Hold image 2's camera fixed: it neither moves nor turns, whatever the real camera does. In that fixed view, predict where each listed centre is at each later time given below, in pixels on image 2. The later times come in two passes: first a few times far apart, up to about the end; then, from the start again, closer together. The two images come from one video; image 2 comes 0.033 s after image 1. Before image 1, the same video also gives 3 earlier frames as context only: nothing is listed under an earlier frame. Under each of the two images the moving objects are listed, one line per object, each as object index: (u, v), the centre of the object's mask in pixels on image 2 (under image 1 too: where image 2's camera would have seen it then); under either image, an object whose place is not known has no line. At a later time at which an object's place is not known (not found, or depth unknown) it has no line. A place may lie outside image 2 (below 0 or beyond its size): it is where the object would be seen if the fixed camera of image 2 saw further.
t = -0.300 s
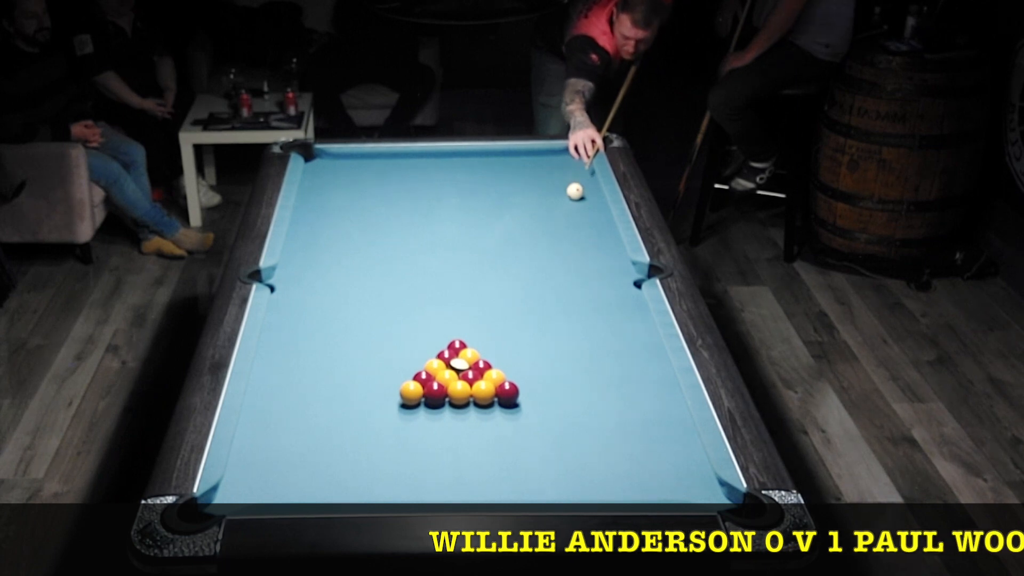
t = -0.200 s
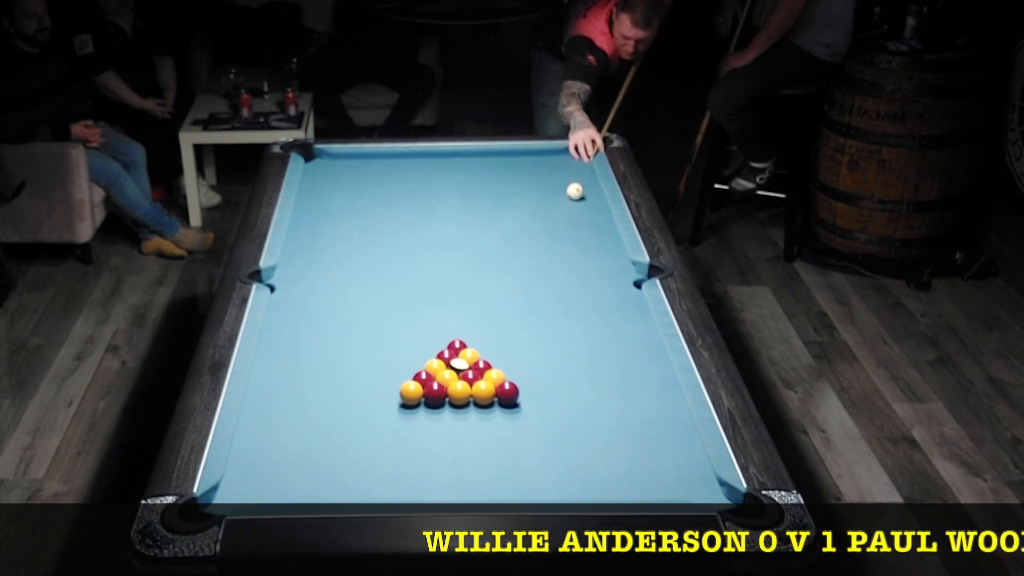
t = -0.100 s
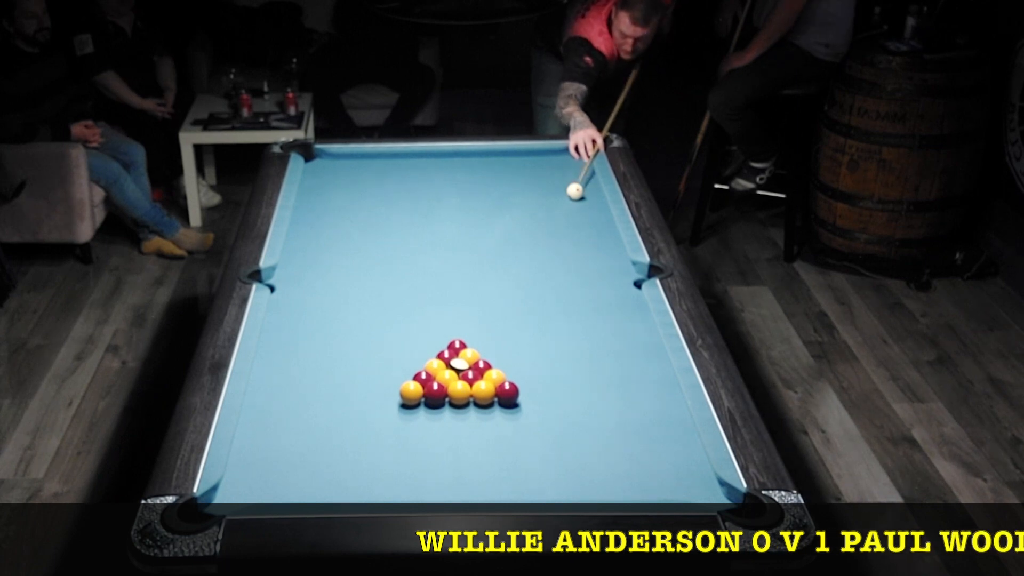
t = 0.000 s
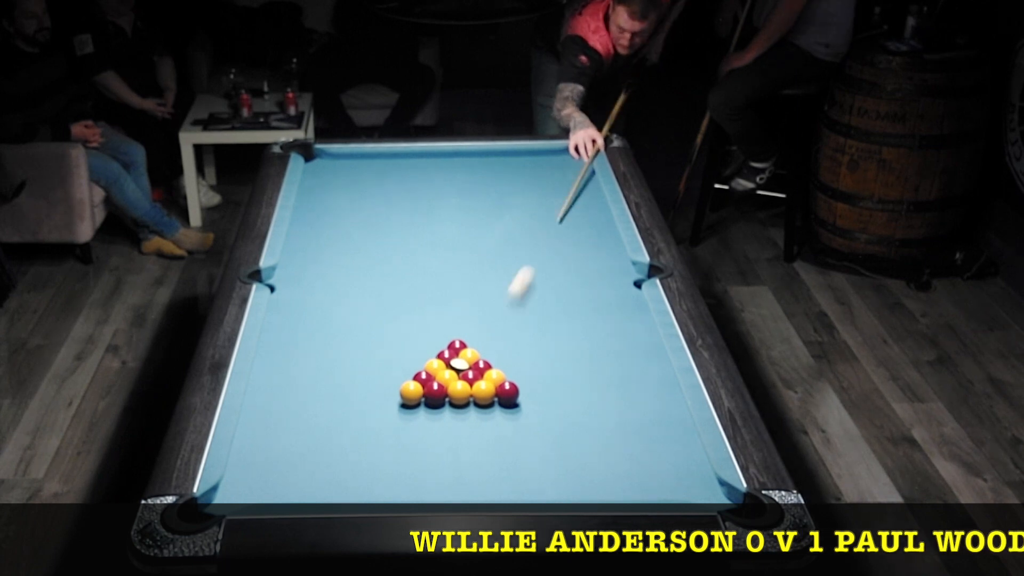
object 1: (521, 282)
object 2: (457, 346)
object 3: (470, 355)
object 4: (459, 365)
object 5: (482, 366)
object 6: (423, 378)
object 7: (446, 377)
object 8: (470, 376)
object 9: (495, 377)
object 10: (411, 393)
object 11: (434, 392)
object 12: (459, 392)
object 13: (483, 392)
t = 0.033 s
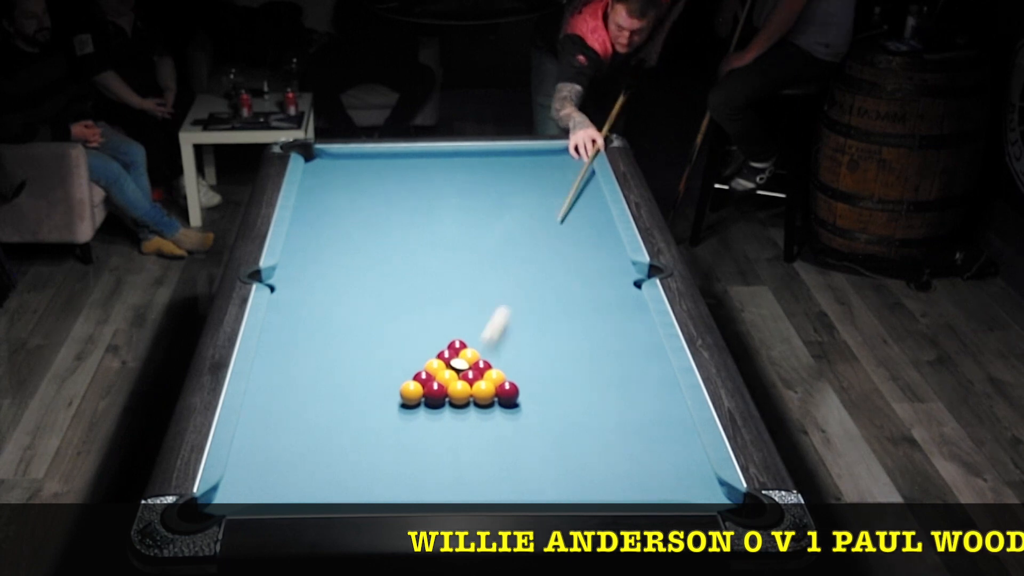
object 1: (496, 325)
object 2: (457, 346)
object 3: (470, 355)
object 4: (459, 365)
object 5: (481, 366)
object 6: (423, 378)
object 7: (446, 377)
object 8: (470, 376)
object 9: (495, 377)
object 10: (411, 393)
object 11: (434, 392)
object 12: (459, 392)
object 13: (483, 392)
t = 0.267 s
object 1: (672, 431)
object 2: (440, 336)
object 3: (507, 347)
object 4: (464, 355)
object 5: (487, 369)
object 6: (281, 391)
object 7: (441, 378)
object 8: (476, 387)
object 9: (512, 388)
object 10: (328, 455)
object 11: (398, 441)
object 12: (475, 461)
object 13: (551, 442)
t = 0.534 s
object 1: (488, 472)
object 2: (423, 319)
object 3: (547, 334)
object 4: (470, 338)
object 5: (490, 371)
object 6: (346, 400)
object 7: (436, 374)
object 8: (480, 394)
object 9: (531, 395)
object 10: (244, 474)
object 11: (353, 491)
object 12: (480, 454)
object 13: (645, 483)
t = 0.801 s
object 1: (313, 426)
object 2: (408, 305)
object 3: (583, 322)
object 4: (476, 323)
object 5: (490, 371)
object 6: (444, 408)
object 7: (433, 372)
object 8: (484, 392)
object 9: (547, 401)
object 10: (277, 431)
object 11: (321, 464)
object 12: (478, 410)
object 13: (637, 481)
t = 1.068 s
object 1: (327, 356)
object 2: (395, 293)
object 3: (616, 310)
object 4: (481, 312)
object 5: (491, 360)
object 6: (462, 413)
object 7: (431, 371)
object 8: (490, 380)
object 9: (564, 407)
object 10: (305, 406)
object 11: (276, 457)
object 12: (536, 405)
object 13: (637, 481)
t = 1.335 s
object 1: (328, 300)
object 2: (384, 281)
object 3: (627, 300)
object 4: (486, 300)
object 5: (493, 349)
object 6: (475, 416)
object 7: (431, 370)
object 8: (495, 375)
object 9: (607, 412)
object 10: (372, 382)
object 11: (248, 451)
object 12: (557, 398)
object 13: (637, 481)
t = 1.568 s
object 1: (329, 260)
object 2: (376, 272)
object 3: (609, 294)
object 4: (490, 291)
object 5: (494, 339)
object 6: (483, 417)
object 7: (443, 370)
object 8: (497, 373)
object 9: (643, 416)
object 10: (412, 363)
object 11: (272, 446)
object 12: (574, 393)
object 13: (637, 481)
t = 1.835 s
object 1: (329, 221)
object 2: (367, 263)
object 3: (590, 288)
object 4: (492, 283)
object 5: (496, 328)
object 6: (491, 419)
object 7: (475, 371)
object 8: (500, 370)
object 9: (679, 419)
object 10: (429, 343)
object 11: (296, 440)
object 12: (590, 388)
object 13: (637, 481)
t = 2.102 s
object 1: (329, 189)
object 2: (360, 256)
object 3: (574, 282)
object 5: (518, 317)
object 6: (495, 419)
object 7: (482, 372)
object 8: (520, 367)
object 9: (658, 422)
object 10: (445, 326)
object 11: (316, 436)
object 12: (603, 383)
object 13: (637, 481)
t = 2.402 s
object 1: (330, 157)
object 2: (353, 249)
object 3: (560, 277)
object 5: (538, 306)
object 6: (496, 419)
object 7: (487, 372)
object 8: (538, 365)
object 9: (638, 424)
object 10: (459, 309)
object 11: (336, 431)
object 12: (615, 380)
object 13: (637, 481)
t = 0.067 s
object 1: (501, 355)
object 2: (455, 347)
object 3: (473, 354)
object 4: (459, 364)
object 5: (482, 367)
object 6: (410, 378)
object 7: (446, 379)
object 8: (471, 379)
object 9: (497, 379)
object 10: (404, 397)
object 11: (431, 395)
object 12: (461, 398)
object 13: (489, 396)
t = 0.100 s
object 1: (534, 366)
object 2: (452, 346)
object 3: (479, 353)
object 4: (460, 364)
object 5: (483, 369)
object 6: (384, 384)
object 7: (446, 380)
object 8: (472, 383)
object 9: (499, 382)
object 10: (390, 408)
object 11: (425, 406)
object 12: (464, 410)
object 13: (501, 405)
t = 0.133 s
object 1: (568, 377)
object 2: (450, 344)
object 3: (485, 352)
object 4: (461, 363)
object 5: (485, 369)
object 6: (361, 386)
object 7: (445, 380)
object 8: (473, 384)
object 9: (502, 384)
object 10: (376, 419)
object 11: (419, 413)
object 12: (466, 421)
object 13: (512, 412)
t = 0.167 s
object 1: (602, 389)
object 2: (447, 342)
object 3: (491, 351)
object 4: (462, 362)
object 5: (486, 370)
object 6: (339, 386)
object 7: (444, 379)
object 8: (474, 384)
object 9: (504, 385)
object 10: (364, 428)
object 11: (414, 420)
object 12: (468, 431)
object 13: (522, 420)
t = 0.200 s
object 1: (636, 403)
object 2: (445, 340)
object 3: (496, 350)
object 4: (462, 361)
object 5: (486, 370)
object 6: (319, 388)
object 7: (443, 378)
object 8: (474, 385)
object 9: (507, 386)
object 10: (352, 437)
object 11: (409, 427)
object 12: (471, 441)
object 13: (532, 428)
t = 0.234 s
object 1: (670, 416)
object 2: (443, 338)
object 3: (501, 349)
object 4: (463, 358)
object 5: (487, 369)
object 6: (299, 390)
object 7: (442, 378)
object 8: (475, 386)
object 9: (510, 387)
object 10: (340, 446)
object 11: (403, 434)
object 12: (473, 451)
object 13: (541, 434)
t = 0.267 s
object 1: (672, 431)
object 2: (440, 336)
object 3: (507, 347)
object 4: (464, 355)
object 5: (487, 369)
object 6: (281, 391)
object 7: (441, 378)
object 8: (476, 387)
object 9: (512, 388)
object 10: (328, 455)
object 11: (398, 441)
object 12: (475, 461)
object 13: (551, 442)
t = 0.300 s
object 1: (654, 445)
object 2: (438, 334)
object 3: (512, 346)
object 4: (465, 353)
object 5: (487, 369)
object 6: (262, 393)
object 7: (441, 377)
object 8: (476, 388)
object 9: (515, 389)
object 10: (316, 464)
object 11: (392, 448)
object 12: (478, 473)
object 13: (561, 449)
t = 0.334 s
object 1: (636, 461)
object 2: (436, 332)
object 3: (517, 344)
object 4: (466, 350)
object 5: (488, 370)
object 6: (266, 394)
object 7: (440, 377)
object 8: (477, 388)
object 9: (517, 390)
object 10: (303, 474)
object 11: (387, 456)
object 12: (480, 483)
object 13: (571, 457)
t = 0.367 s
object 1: (619, 477)
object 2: (434, 329)
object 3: (522, 342)
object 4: (466, 349)
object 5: (488, 370)
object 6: (282, 396)
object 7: (439, 376)
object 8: (477, 389)
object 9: (520, 390)
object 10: (290, 484)
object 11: (381, 463)
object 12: (482, 490)
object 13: (582, 464)
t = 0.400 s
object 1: (602, 490)
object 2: (431, 327)
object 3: (527, 340)
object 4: (467, 347)
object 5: (489, 370)
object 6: (296, 397)
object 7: (439, 376)
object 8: (478, 390)
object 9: (522, 391)
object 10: (277, 491)
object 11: (375, 470)
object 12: (482, 487)
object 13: (592, 471)
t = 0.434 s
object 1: (573, 486)
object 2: (429, 325)
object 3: (532, 339)
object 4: (468, 345)
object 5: (489, 370)
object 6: (309, 398)
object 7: (438, 375)
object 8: (478, 391)
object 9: (524, 393)
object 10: (266, 491)
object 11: (369, 479)
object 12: (482, 480)
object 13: (605, 477)
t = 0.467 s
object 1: (544, 481)
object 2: (427, 323)
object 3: (537, 338)
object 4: (468, 343)
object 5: (490, 371)
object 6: (321, 399)
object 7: (437, 375)
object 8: (479, 393)
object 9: (527, 393)
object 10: (259, 486)
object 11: (363, 485)
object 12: (481, 472)
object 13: (620, 479)
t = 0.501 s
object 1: (516, 477)
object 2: (425, 321)
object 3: (542, 336)
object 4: (469, 341)
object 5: (490, 371)
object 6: (333, 400)
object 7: (437, 375)
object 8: (479, 393)
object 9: (529, 394)
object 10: (252, 479)
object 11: (357, 491)
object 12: (481, 465)
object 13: (634, 481)
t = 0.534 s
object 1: (488, 472)
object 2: (423, 319)
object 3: (547, 334)
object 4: (470, 338)
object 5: (490, 371)
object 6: (346, 400)
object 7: (436, 374)
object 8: (480, 394)
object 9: (531, 395)
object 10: (244, 474)
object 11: (353, 491)
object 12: (480, 454)
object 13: (645, 483)
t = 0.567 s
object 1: (463, 467)
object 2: (421, 317)
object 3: (552, 332)
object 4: (471, 336)
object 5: (490, 371)
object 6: (358, 401)
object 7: (436, 374)
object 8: (480, 394)
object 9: (533, 396)
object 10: (240, 468)
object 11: (350, 487)
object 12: (481, 451)
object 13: (641, 483)
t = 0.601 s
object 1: (436, 463)
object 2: (419, 315)
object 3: (557, 331)
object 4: (472, 334)
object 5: (490, 371)
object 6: (371, 402)
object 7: (435, 374)
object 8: (481, 394)
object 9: (536, 397)
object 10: (248, 462)
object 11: (347, 482)
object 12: (480, 445)
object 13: (639, 482)
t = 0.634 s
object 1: (411, 459)
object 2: (417, 314)
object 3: (561, 329)
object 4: (473, 333)
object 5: (490, 371)
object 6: (383, 403)
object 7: (435, 373)
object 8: (481, 395)
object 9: (538, 398)
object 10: (255, 457)
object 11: (344, 477)
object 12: (480, 439)
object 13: (638, 482)
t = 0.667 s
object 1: (385, 455)
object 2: (415, 312)
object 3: (566, 328)
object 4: (473, 331)
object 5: (490, 371)
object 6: (395, 404)
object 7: (434, 373)
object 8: (481, 395)
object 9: (540, 398)
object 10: (262, 451)
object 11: (341, 471)
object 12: (479, 433)
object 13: (638, 482)
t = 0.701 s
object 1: (361, 451)
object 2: (413, 311)
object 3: (570, 326)
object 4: (474, 330)
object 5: (490, 371)
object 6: (407, 405)
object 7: (434, 373)
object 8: (481, 396)
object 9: (541, 399)
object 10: (268, 446)
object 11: (339, 467)
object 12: (479, 427)
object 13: (637, 482)
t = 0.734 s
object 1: (340, 442)
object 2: (411, 309)
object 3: (575, 325)
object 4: (475, 328)
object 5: (490, 371)
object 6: (419, 406)
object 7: (434, 372)
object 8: (482, 396)
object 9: (543, 400)
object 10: (275, 441)
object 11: (333, 465)
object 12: (479, 420)
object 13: (638, 482)
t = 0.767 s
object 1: (320, 434)
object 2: (410, 307)
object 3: (579, 323)
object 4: (475, 326)
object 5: (490, 371)
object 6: (432, 408)
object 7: (433, 372)
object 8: (483, 394)
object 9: (545, 401)
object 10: (282, 436)
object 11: (326, 464)
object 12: (479, 415)
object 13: (637, 481)
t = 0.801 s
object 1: (313, 426)
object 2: (408, 305)
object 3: (583, 322)
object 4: (476, 323)
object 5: (490, 371)
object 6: (444, 408)
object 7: (433, 372)
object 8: (484, 392)
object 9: (547, 401)
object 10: (277, 431)
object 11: (321, 464)
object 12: (478, 410)
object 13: (637, 481)
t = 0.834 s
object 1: (319, 416)
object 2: (406, 303)
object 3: (588, 320)
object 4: (477, 322)
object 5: (490, 370)
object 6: (452, 409)
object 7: (433, 372)
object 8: (484, 389)
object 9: (549, 402)
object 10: (263, 428)
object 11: (315, 463)
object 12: (481, 409)
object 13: (637, 481)
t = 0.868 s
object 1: (323, 407)
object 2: (404, 302)
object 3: (592, 319)
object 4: (477, 320)
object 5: (490, 368)
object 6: (451, 410)
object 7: (432, 371)
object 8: (485, 388)
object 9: (551, 403)
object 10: (250, 426)
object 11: (309, 462)
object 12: (491, 409)
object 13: (637, 481)
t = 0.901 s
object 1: (326, 397)
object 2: (403, 300)
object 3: (596, 317)
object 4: (478, 318)
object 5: (490, 368)
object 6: (453, 411)
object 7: (432, 371)
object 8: (487, 386)
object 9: (553, 404)
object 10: (259, 422)
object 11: (303, 461)
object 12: (501, 408)
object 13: (637, 481)
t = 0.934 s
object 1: (327, 388)
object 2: (401, 298)
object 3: (600, 316)
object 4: (479, 317)
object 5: (490, 366)
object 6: (455, 411)
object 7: (432, 371)
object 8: (488, 382)
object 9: (554, 404)
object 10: (268, 419)
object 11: (298, 461)
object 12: (509, 408)
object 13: (637, 481)
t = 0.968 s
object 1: (327, 380)
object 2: (400, 297)
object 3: (604, 314)
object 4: (479, 316)
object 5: (490, 364)
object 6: (457, 412)
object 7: (432, 371)
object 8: (489, 382)
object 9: (556, 405)
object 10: (278, 416)
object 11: (292, 460)
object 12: (517, 407)
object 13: (637, 481)
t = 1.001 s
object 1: (327, 372)
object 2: (398, 296)
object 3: (608, 313)
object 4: (479, 314)
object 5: (490, 363)
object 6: (459, 412)
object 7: (432, 371)
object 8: (489, 381)
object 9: (557, 405)
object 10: (287, 412)
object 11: (287, 459)
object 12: (524, 406)
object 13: (637, 481)
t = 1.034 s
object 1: (327, 364)
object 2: (397, 294)
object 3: (613, 311)
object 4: (480, 313)
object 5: (491, 361)
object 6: (460, 412)
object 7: (432, 371)
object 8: (490, 380)
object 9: (559, 406)
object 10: (296, 409)
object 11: (281, 458)
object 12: (532, 405)
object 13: (637, 481)
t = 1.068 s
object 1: (327, 356)
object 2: (395, 293)
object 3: (616, 310)
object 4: (481, 312)
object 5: (491, 360)
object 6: (462, 413)
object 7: (431, 371)
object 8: (490, 380)
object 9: (564, 407)
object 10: (305, 406)
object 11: (276, 457)
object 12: (536, 405)
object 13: (637, 481)
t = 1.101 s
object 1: (328, 348)
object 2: (394, 291)
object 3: (620, 309)
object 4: (481, 310)
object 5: (491, 359)
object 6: (464, 413)
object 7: (431, 371)
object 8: (491, 379)
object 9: (570, 407)
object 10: (314, 403)
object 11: (271, 456)
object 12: (538, 404)
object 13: (637, 481)
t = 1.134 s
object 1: (328, 341)
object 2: (392, 290)
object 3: (624, 307)
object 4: (482, 308)
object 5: (491, 357)
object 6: (466, 414)
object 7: (431, 371)
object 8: (492, 378)
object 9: (575, 408)
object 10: (322, 400)
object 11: (266, 456)
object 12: (541, 403)
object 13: (637, 481)
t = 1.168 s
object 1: (328, 334)
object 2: (391, 288)
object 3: (628, 306)
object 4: (482, 307)
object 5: (492, 356)
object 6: (467, 414)
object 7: (431, 371)
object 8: (492, 379)
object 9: (581, 409)
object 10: (331, 397)
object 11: (260, 455)
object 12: (544, 402)
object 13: (637, 481)
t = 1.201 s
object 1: (328, 327)
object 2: (389, 287)
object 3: (632, 305)
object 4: (483, 305)
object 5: (492, 354)
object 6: (469, 414)
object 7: (431, 370)
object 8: (493, 377)
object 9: (586, 409)
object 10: (339, 394)
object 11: (255, 454)
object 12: (547, 401)
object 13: (637, 481)
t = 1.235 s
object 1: (328, 320)
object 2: (388, 285)
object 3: (635, 303)
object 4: (484, 304)
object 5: (492, 353)
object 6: (471, 415)
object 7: (431, 370)
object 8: (493, 377)
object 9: (592, 410)
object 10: (348, 391)
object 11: (251, 453)
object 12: (549, 400)
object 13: (637, 481)
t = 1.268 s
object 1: (328, 313)
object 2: (387, 283)
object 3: (633, 302)
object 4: (484, 302)
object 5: (492, 352)
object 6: (472, 415)
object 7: (431, 370)
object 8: (494, 376)
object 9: (597, 411)
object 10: (356, 388)
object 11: (246, 452)
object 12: (552, 400)
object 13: (637, 481)
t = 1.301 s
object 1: (328, 307)
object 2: (386, 282)
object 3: (630, 301)
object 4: (485, 301)
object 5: (492, 351)
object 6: (473, 415)
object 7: (431, 370)
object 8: (494, 376)
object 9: (602, 411)
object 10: (364, 385)
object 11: (244, 452)
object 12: (555, 399)
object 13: (637, 481)
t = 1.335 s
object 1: (328, 300)
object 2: (384, 281)
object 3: (627, 300)
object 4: (486, 300)
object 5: (493, 349)
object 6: (475, 416)
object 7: (431, 370)
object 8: (495, 375)
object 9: (607, 412)
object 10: (372, 382)
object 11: (248, 451)
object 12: (557, 398)
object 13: (637, 481)
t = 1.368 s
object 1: (328, 294)
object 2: (383, 279)
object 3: (625, 300)
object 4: (487, 300)
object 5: (493, 348)
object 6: (476, 416)
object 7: (431, 370)
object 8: (495, 376)
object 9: (613, 412)
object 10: (380, 379)
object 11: (251, 450)
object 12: (560, 397)
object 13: (637, 481)
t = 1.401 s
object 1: (329, 288)
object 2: (382, 278)
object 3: (622, 299)
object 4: (487, 298)
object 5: (493, 346)
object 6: (478, 416)
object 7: (431, 370)
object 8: (496, 375)
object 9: (618, 413)
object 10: (387, 377)
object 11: (255, 449)
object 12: (562, 397)
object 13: (637, 481)
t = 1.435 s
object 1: (329, 282)
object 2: (381, 277)
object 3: (619, 298)
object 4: (488, 297)
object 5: (493, 345)
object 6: (479, 416)
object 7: (431, 370)
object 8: (496, 374)
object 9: (623, 413)
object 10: (395, 374)
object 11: (258, 449)
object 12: (564, 396)
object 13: (637, 481)
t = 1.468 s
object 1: (329, 277)
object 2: (379, 276)
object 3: (617, 297)
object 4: (488, 296)
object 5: (493, 343)
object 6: (480, 417)
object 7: (431, 370)
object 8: (496, 374)
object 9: (628, 414)
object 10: (402, 371)
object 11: (262, 448)
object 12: (567, 395)
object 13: (637, 481)
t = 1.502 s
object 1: (329, 271)
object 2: (378, 274)
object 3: (614, 296)
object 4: (489, 293)
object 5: (494, 342)
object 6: (481, 417)
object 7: (433, 370)
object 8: (497, 374)
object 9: (633, 415)
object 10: (408, 369)
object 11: (265, 447)
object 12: (569, 395)
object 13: (637, 481)
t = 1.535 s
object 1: (329, 265)
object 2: (377, 273)
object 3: (611, 295)
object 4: (489, 292)
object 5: (494, 340)
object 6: (482, 417)
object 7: (438, 370)
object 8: (497, 373)
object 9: (638, 415)
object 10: (410, 366)
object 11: (268, 446)
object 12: (572, 394)
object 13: (637, 481)
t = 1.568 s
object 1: (329, 260)
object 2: (376, 272)
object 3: (609, 294)
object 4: (490, 291)
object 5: (494, 339)
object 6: (483, 417)
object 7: (443, 370)
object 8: (497, 373)
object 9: (643, 416)
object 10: (412, 363)
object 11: (272, 446)
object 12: (574, 393)
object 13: (637, 481)
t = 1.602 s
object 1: (329, 255)
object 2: (375, 271)
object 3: (606, 293)
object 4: (490, 290)
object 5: (494, 337)
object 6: (484, 417)
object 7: (447, 370)
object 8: (498, 372)
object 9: (648, 416)
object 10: (414, 361)
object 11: (275, 446)
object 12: (576, 392)
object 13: (637, 481)
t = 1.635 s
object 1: (329, 250)
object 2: (373, 270)
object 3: (604, 293)
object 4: (490, 289)
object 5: (494, 336)
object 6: (486, 418)
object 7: (452, 370)
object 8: (498, 372)
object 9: (653, 417)
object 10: (417, 358)
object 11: (278, 444)
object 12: (578, 392)
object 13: (637, 481)
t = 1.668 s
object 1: (329, 245)
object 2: (372, 269)
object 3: (601, 292)
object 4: (491, 288)
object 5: (494, 334)
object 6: (486, 418)
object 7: (456, 370)
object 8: (498, 371)
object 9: (657, 417)
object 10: (419, 355)
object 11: (281, 444)
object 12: (580, 391)
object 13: (637, 481)
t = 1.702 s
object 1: (329, 240)
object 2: (371, 267)
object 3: (599, 291)
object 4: (491, 287)
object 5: (494, 333)
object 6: (487, 418)
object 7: (460, 370)
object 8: (498, 371)
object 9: (662, 418)
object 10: (421, 353)
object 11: (284, 443)
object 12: (582, 390)
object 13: (637, 481)
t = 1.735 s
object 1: (329, 235)
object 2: (370, 266)
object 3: (597, 290)
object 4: (491, 286)
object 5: (495, 332)
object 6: (488, 418)
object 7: (465, 370)
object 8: (498, 371)
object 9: (667, 418)
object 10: (423, 350)
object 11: (287, 442)
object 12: (584, 390)
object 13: (637, 481)
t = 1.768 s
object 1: (329, 230)
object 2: (369, 265)
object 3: (594, 289)
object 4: (492, 285)
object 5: (495, 330)
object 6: (489, 418)
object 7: (469, 370)
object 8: (498, 370)
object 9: (671, 418)
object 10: (425, 348)
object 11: (290, 441)
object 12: (586, 389)
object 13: (637, 481)
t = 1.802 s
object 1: (329, 226)
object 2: (368, 264)
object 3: (592, 289)
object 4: (492, 284)
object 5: (495, 329)
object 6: (490, 419)
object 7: (473, 371)
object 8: (498, 370)
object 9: (676, 419)
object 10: (427, 346)
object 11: (293, 441)
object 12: (588, 389)
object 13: (637, 481)
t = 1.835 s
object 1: (329, 221)
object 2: (367, 263)
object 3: (590, 288)
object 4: (492, 283)
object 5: (496, 328)
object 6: (491, 419)
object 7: (475, 371)
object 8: (500, 370)
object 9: (679, 419)
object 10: (429, 343)
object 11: (296, 440)
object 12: (590, 388)
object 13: (637, 481)
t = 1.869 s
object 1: (329, 217)
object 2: (366, 262)
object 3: (588, 287)
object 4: (493, 282)
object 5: (499, 326)
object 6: (491, 419)
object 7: (476, 371)
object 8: (503, 369)
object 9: (676, 420)
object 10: (431, 341)
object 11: (298, 440)
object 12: (591, 387)
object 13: (637, 481)
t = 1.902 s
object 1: (329, 213)
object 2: (365, 261)
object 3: (586, 286)
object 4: (493, 282)
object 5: (502, 325)
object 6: (492, 419)
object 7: (477, 371)
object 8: (505, 369)
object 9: (673, 420)
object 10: (433, 339)
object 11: (301, 439)
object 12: (593, 387)
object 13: (637, 481)
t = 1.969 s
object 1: (329, 204)
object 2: (363, 260)
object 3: (582, 285)
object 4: (494, 279)
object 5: (507, 322)
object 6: (493, 419)
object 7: (479, 371)
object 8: (510, 369)
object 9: (668, 421)
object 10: (437, 334)
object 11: (306, 438)
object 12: (597, 385)
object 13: (637, 481)
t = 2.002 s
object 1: (329, 200)
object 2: (362, 259)
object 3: (580, 284)
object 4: (494, 278)
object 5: (510, 321)
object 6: (494, 419)
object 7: (480, 372)
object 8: (513, 369)
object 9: (665, 421)
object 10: (439, 332)
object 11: (309, 437)
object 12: (598, 385)
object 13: (637, 481)
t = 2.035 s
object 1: (329, 196)
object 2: (361, 258)
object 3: (578, 284)
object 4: (495, 277)
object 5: (513, 320)
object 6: (494, 419)
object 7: (481, 372)
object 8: (515, 368)
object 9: (663, 421)
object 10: (441, 330)
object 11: (311, 437)
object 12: (600, 385)
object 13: (637, 481)
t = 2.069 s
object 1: (329, 193)
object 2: (360, 257)
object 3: (576, 283)
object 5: (515, 318)
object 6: (495, 419)
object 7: (482, 372)
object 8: (517, 367)
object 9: (660, 422)
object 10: (443, 328)
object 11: (314, 436)
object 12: (601, 384)
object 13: (637, 481)
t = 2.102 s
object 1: (329, 189)
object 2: (360, 256)
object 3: (574, 282)
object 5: (518, 317)
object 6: (495, 419)
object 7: (482, 372)
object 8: (520, 367)
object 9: (658, 422)
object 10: (445, 326)
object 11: (316, 436)
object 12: (603, 383)
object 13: (637, 481)
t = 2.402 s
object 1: (330, 157)
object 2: (353, 249)
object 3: (560, 277)
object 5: (538, 306)
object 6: (496, 419)
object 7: (487, 372)
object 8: (538, 365)
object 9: (638, 424)
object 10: (459, 309)
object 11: (336, 431)
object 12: (615, 380)
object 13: (637, 481)
